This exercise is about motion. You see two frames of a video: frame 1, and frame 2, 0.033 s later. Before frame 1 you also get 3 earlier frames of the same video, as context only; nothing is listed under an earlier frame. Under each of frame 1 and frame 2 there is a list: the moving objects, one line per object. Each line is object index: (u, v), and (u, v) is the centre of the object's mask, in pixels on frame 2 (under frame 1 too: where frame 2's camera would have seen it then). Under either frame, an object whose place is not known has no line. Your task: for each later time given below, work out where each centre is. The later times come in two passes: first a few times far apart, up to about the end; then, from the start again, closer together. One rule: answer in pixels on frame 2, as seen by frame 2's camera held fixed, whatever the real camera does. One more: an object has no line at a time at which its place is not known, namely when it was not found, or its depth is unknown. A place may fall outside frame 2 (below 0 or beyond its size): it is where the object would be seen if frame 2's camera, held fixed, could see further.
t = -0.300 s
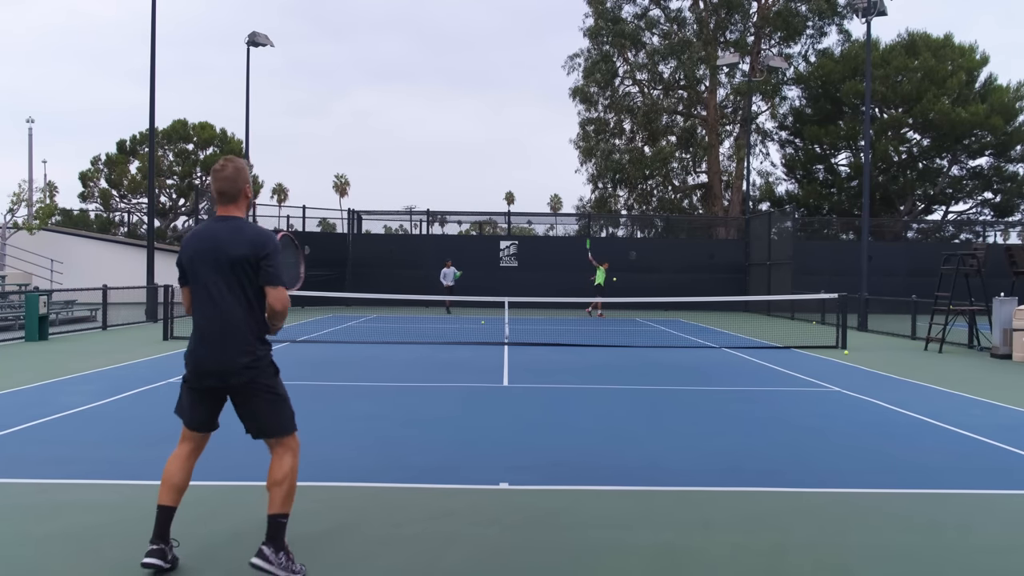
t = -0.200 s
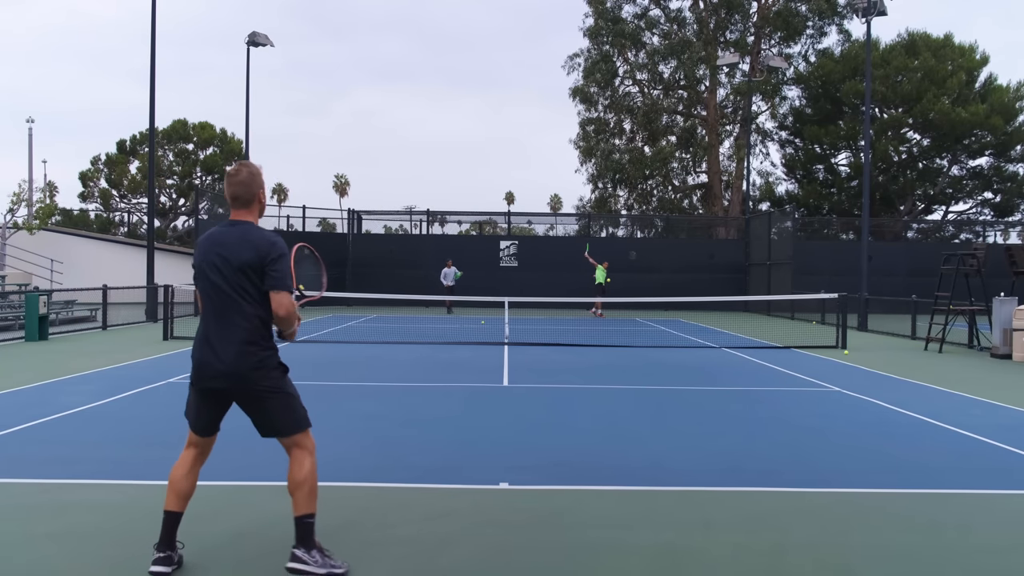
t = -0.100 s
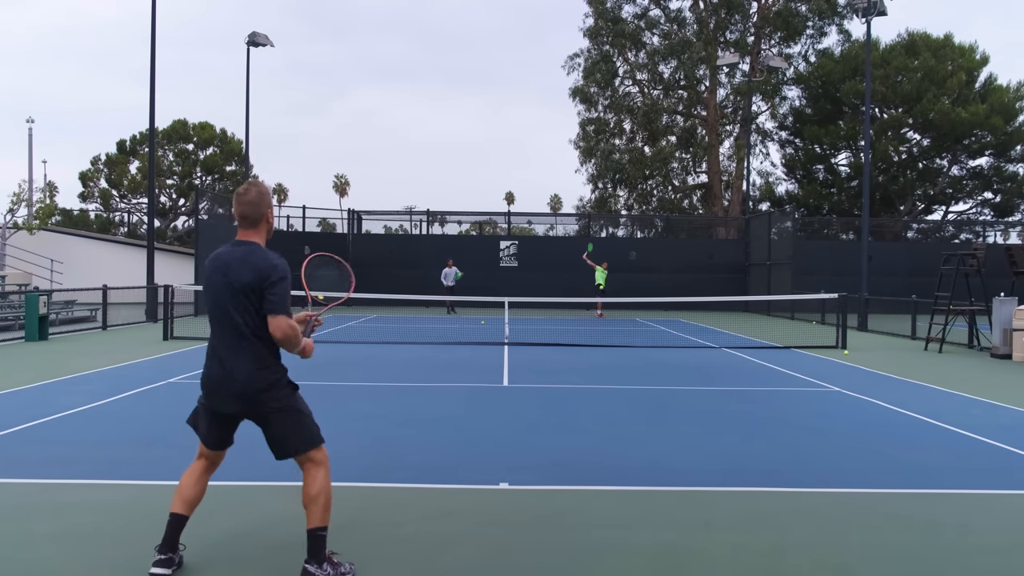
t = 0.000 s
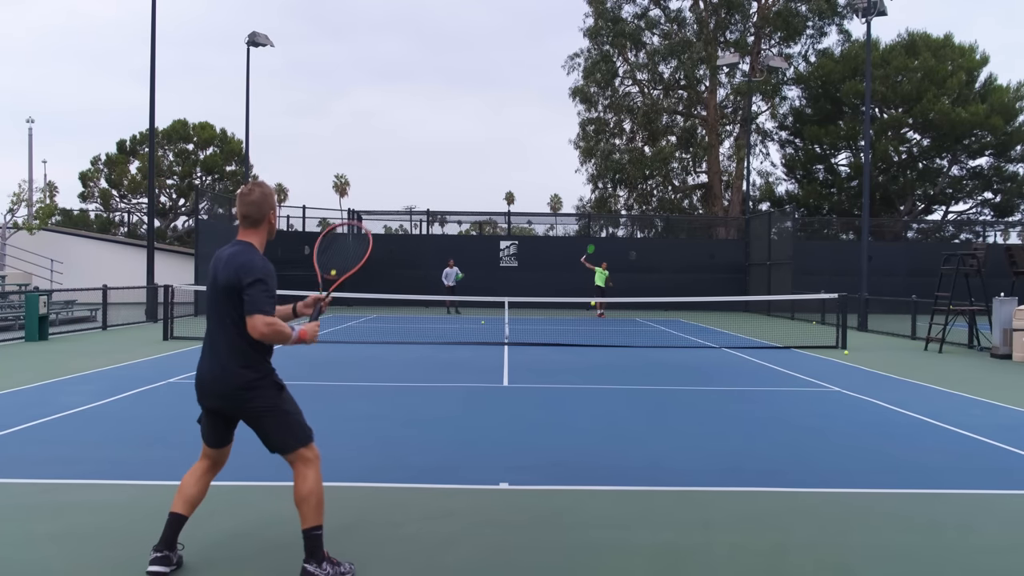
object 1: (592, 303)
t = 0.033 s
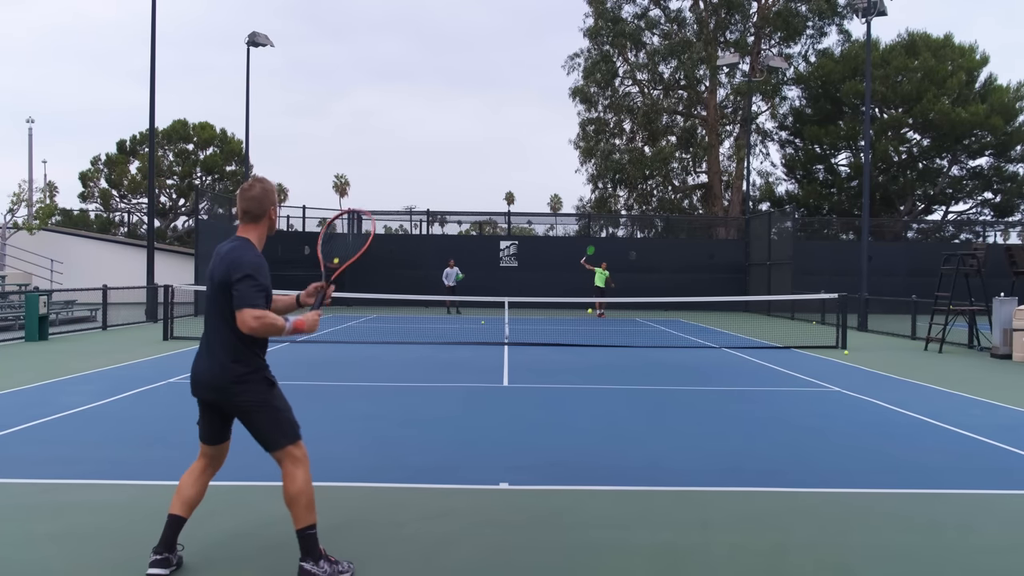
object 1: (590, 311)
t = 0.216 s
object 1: (565, 380)
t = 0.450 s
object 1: (522, 354)
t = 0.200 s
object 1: (568, 379)
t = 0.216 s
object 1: (565, 380)
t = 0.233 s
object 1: (563, 376)
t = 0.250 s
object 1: (560, 373)
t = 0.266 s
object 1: (558, 370)
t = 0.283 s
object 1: (555, 367)
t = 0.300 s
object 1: (553, 365)
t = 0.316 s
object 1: (550, 363)
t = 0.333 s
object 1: (547, 361)
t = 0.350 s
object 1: (544, 359)
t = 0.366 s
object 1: (541, 357)
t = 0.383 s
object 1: (538, 356)
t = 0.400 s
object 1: (534, 355)
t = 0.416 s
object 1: (530, 355)
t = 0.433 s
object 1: (526, 354)
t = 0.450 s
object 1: (522, 354)
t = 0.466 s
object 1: (518, 355)
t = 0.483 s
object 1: (513, 356)
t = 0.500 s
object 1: (508, 358)
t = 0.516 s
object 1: (503, 360)
